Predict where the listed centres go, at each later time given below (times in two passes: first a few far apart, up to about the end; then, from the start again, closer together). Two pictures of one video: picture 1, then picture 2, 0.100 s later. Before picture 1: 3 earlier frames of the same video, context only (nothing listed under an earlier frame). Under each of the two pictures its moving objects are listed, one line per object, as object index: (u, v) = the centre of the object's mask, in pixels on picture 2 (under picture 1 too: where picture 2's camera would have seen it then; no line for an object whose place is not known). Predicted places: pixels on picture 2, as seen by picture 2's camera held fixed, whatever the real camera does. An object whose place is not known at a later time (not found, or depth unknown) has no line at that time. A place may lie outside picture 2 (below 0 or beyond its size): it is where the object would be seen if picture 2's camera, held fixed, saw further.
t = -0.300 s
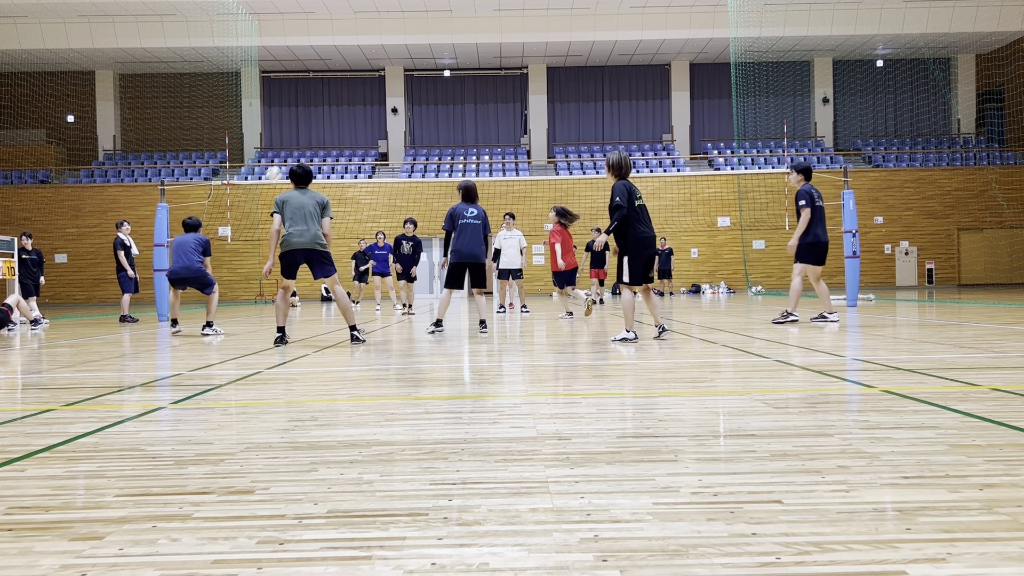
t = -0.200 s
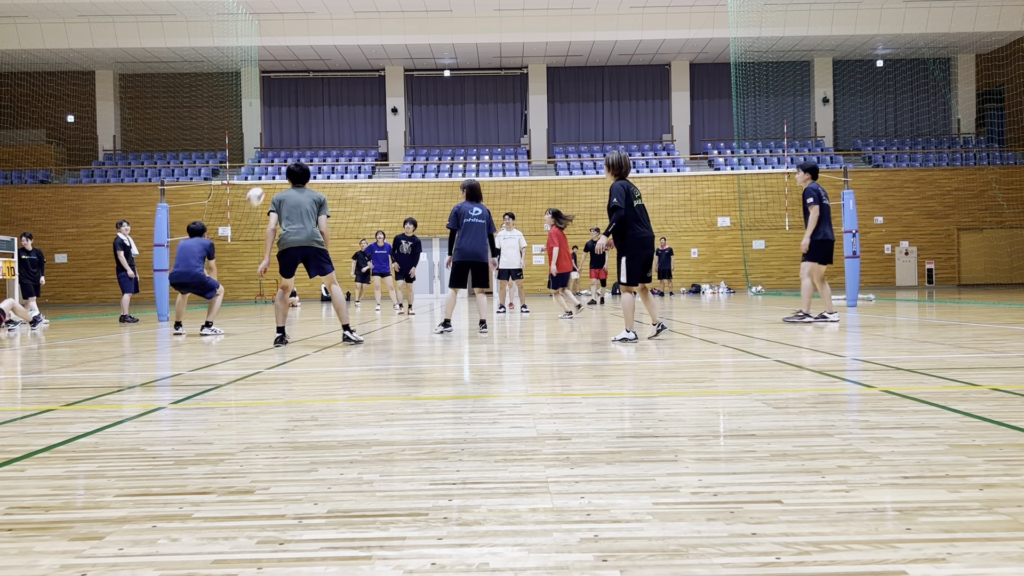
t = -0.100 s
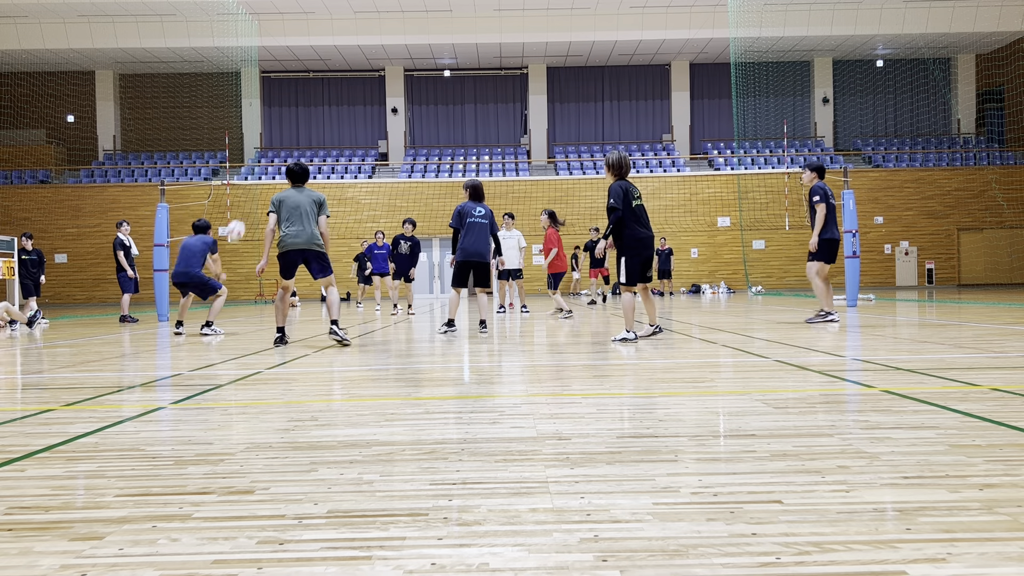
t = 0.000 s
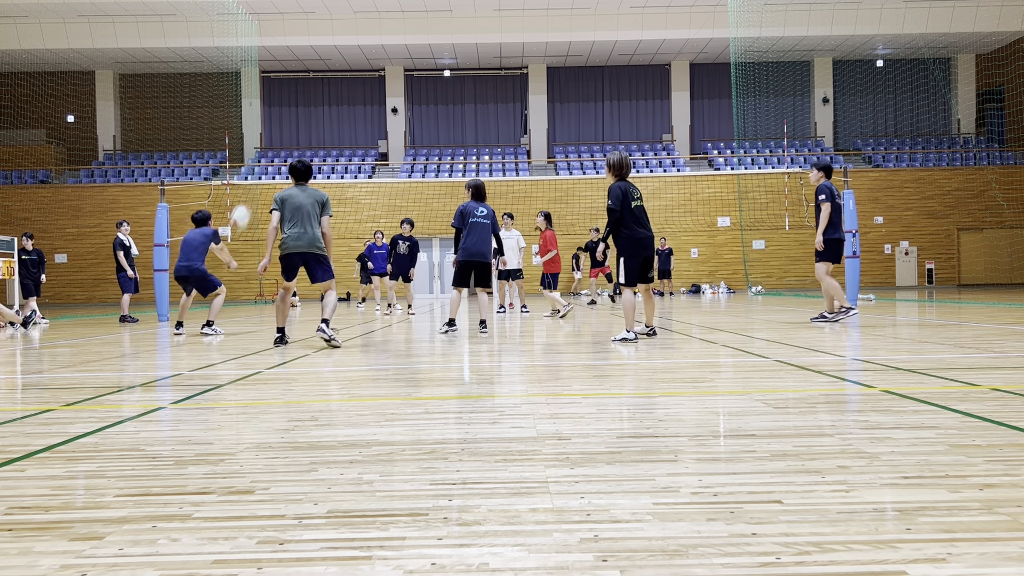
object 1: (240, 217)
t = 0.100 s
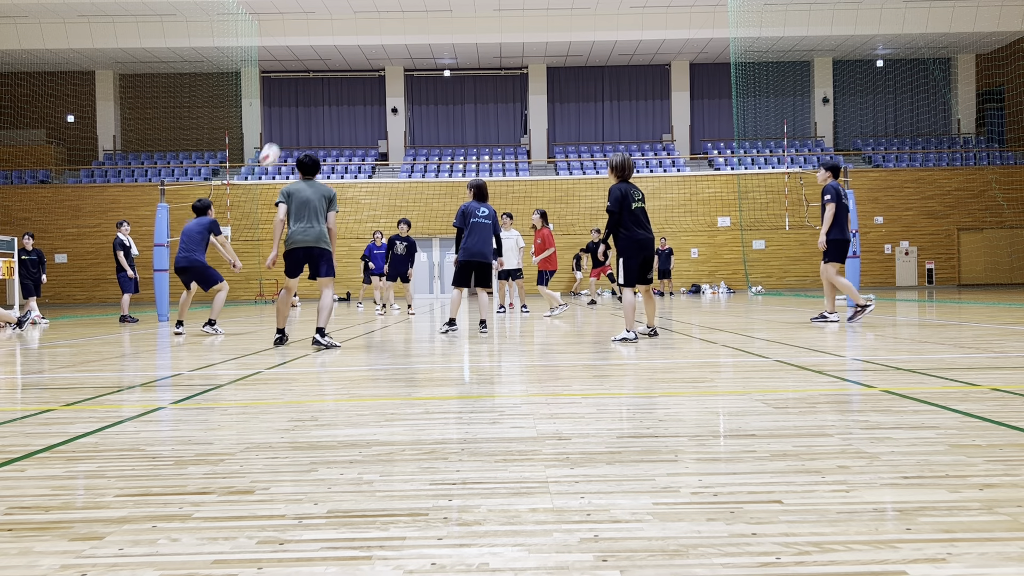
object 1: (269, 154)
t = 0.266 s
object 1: (315, 74)
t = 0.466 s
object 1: (367, 11)
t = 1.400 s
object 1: (573, 118)
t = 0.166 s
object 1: (288, 120)
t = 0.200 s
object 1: (297, 104)
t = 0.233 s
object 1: (306, 89)
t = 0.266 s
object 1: (315, 74)
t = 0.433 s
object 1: (359, 19)
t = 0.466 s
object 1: (367, 11)
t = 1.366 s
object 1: (567, 104)
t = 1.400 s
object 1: (573, 118)
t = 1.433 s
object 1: (579, 132)
